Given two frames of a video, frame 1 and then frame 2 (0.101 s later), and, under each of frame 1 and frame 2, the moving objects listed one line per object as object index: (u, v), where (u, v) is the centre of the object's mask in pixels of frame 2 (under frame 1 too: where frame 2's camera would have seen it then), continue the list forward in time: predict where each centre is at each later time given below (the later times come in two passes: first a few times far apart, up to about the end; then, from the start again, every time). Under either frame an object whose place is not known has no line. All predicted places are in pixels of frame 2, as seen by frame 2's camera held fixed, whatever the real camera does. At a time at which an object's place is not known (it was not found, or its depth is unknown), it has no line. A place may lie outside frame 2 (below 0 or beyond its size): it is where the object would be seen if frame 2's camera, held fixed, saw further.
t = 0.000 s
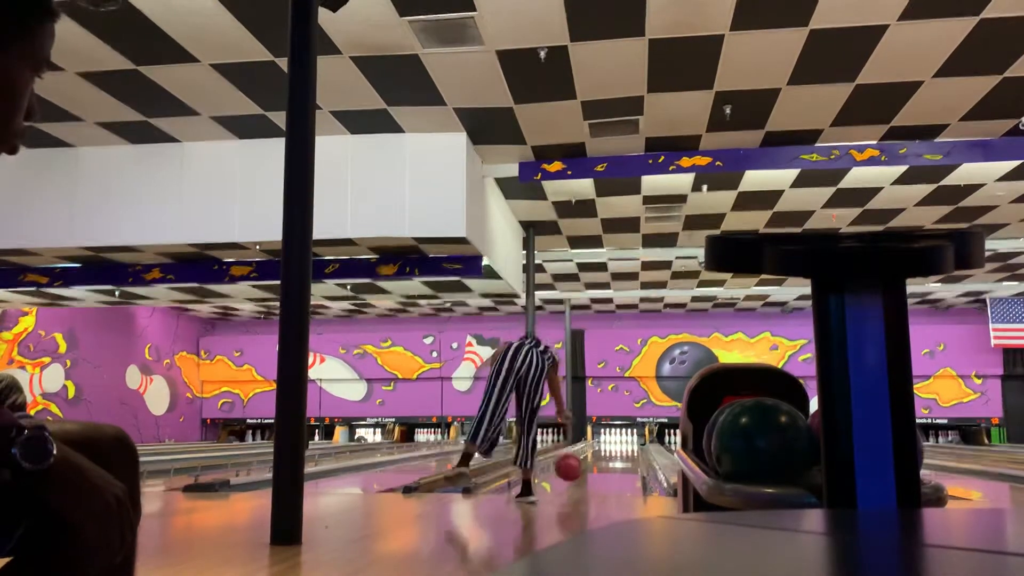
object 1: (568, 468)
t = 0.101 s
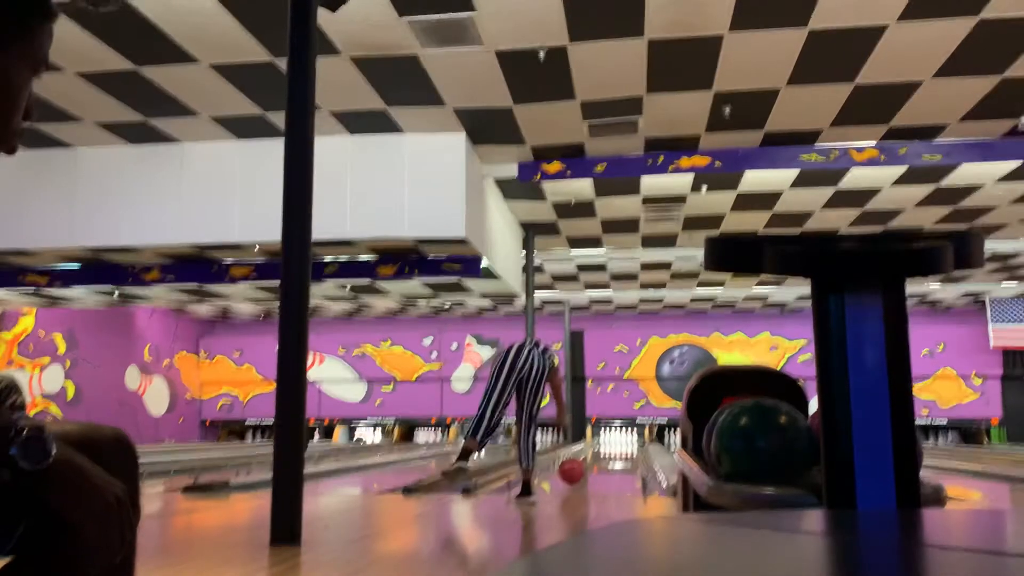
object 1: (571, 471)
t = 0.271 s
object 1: (574, 470)
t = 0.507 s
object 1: (580, 467)
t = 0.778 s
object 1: (583, 463)
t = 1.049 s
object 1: (588, 458)
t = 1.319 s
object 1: (590, 456)
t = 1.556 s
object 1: (592, 454)
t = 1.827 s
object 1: (594, 452)
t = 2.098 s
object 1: (595, 450)
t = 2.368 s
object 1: (597, 449)
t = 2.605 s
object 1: (597, 448)
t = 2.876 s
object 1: (598, 447)
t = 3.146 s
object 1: (599, 445)
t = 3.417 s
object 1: (600, 445)
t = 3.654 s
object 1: (600, 445)
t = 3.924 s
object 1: (600, 444)
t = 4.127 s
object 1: (600, 444)
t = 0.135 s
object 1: (571, 470)
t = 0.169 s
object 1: (573, 468)
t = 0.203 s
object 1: (573, 469)
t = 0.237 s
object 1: (573, 470)
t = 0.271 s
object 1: (574, 470)
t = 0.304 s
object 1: (574, 471)
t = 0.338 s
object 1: (576, 469)
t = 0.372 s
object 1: (577, 470)
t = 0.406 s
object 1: (578, 468)
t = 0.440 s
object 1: (579, 467)
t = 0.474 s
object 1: (579, 467)
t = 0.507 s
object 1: (580, 467)
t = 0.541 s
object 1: (580, 466)
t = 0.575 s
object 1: (581, 465)
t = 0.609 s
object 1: (581, 465)
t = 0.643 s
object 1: (581, 465)
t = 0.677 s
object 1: (583, 464)
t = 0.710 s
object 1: (583, 464)
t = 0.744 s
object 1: (583, 463)
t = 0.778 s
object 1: (583, 463)
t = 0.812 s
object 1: (584, 462)
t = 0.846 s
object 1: (584, 462)
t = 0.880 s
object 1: (584, 462)
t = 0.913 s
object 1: (585, 461)
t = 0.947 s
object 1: (586, 461)
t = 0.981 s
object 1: (586, 460)
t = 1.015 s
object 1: (587, 459)
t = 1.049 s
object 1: (588, 458)
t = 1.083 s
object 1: (588, 458)
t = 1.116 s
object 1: (588, 458)
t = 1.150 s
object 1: (588, 458)
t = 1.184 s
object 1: (589, 457)
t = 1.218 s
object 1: (589, 457)
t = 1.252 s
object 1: (589, 457)
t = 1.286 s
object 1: (590, 456)
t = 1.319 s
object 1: (590, 456)
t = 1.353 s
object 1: (591, 455)
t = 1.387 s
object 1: (591, 454)
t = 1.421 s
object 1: (591, 454)
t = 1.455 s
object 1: (591, 454)
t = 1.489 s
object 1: (591, 454)
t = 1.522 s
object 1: (591, 454)
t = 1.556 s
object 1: (592, 454)
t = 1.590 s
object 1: (592, 453)
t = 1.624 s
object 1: (592, 453)
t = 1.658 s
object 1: (592, 453)
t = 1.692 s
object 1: (593, 453)
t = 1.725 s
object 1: (593, 453)
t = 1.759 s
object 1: (594, 452)
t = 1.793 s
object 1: (594, 452)
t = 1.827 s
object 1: (594, 452)
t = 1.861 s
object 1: (594, 452)
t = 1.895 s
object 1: (594, 452)
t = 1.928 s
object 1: (595, 451)
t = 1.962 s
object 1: (595, 451)
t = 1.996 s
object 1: (595, 451)
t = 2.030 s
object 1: (595, 450)
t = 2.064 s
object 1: (595, 450)
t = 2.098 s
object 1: (595, 450)
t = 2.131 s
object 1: (596, 450)
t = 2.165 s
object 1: (596, 450)
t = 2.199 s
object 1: (596, 450)
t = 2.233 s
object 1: (596, 449)
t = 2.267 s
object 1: (596, 449)
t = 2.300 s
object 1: (596, 449)
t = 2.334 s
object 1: (597, 449)
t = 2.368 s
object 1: (597, 449)
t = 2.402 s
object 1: (597, 449)
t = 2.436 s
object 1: (597, 449)
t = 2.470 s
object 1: (597, 449)
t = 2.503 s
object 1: (597, 449)
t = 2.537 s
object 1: (597, 448)
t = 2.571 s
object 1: (597, 448)
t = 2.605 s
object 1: (597, 448)
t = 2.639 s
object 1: (598, 447)
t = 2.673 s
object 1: (598, 447)
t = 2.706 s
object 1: (598, 447)
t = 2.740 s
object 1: (598, 447)
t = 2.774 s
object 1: (598, 447)
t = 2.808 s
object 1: (598, 447)
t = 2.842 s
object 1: (598, 447)
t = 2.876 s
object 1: (598, 447)
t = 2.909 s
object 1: (598, 447)
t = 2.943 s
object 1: (599, 446)
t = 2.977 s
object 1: (599, 446)
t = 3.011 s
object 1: (599, 446)
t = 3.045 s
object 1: (599, 445)
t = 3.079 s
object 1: (599, 446)
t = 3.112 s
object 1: (599, 445)
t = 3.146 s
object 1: (599, 445)
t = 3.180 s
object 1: (599, 445)
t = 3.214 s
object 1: (600, 445)
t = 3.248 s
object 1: (600, 445)
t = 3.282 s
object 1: (599, 445)
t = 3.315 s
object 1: (600, 445)
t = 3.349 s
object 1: (600, 445)
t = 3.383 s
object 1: (600, 445)
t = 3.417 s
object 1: (600, 445)
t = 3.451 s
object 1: (600, 445)
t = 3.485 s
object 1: (600, 445)
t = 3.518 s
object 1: (600, 445)
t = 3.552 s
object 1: (600, 445)
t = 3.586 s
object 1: (600, 445)
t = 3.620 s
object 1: (600, 445)
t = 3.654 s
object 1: (600, 445)
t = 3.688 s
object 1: (600, 444)
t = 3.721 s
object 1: (600, 444)
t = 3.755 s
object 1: (600, 444)
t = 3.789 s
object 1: (600, 444)
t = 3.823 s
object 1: (600, 444)
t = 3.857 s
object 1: (600, 444)
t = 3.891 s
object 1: (600, 444)
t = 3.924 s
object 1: (600, 444)
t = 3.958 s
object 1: (600, 444)
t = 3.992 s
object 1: (600, 444)
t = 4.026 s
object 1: (600, 444)
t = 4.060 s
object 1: (600, 444)
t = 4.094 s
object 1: (600, 444)
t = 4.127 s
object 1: (600, 444)
